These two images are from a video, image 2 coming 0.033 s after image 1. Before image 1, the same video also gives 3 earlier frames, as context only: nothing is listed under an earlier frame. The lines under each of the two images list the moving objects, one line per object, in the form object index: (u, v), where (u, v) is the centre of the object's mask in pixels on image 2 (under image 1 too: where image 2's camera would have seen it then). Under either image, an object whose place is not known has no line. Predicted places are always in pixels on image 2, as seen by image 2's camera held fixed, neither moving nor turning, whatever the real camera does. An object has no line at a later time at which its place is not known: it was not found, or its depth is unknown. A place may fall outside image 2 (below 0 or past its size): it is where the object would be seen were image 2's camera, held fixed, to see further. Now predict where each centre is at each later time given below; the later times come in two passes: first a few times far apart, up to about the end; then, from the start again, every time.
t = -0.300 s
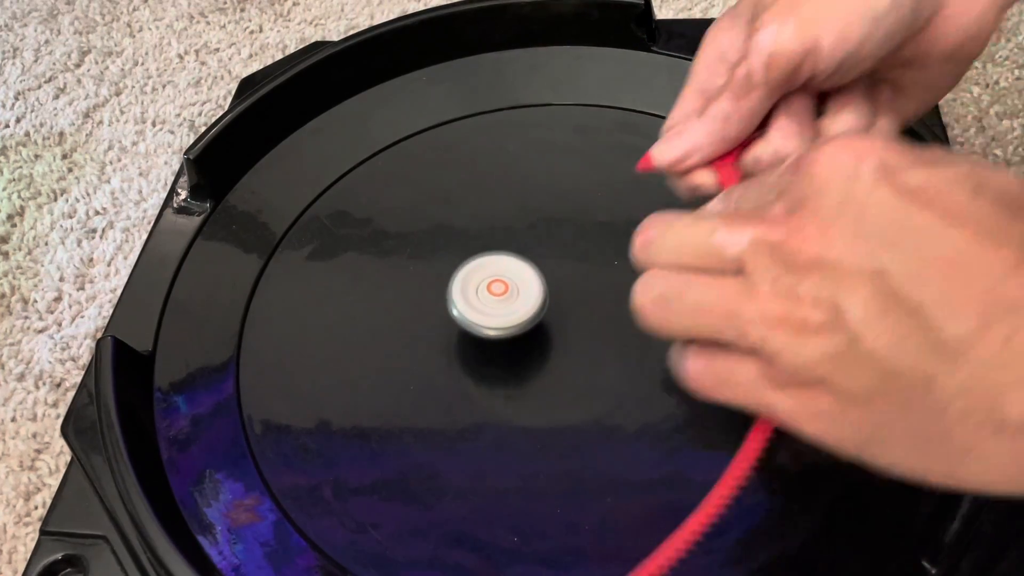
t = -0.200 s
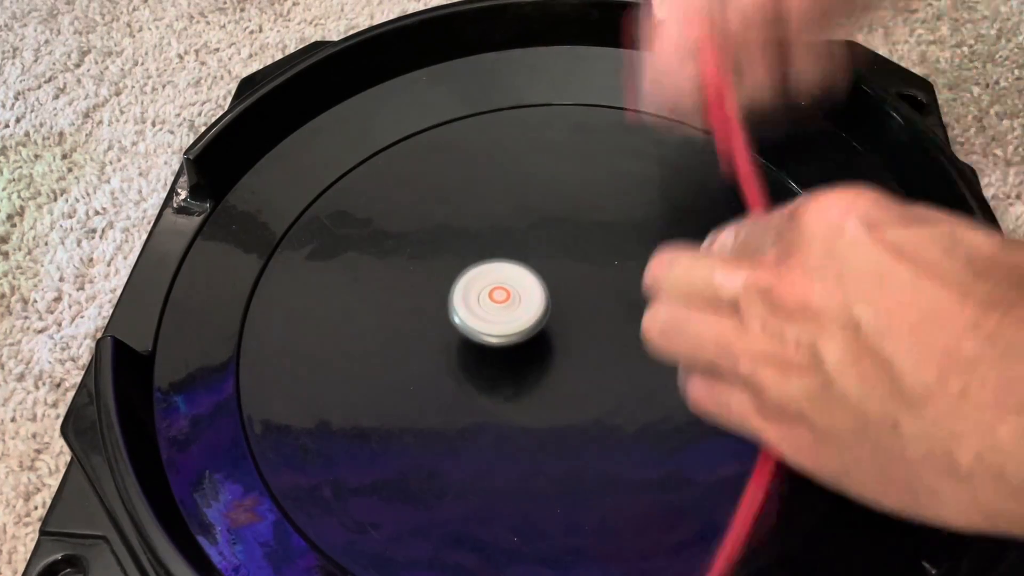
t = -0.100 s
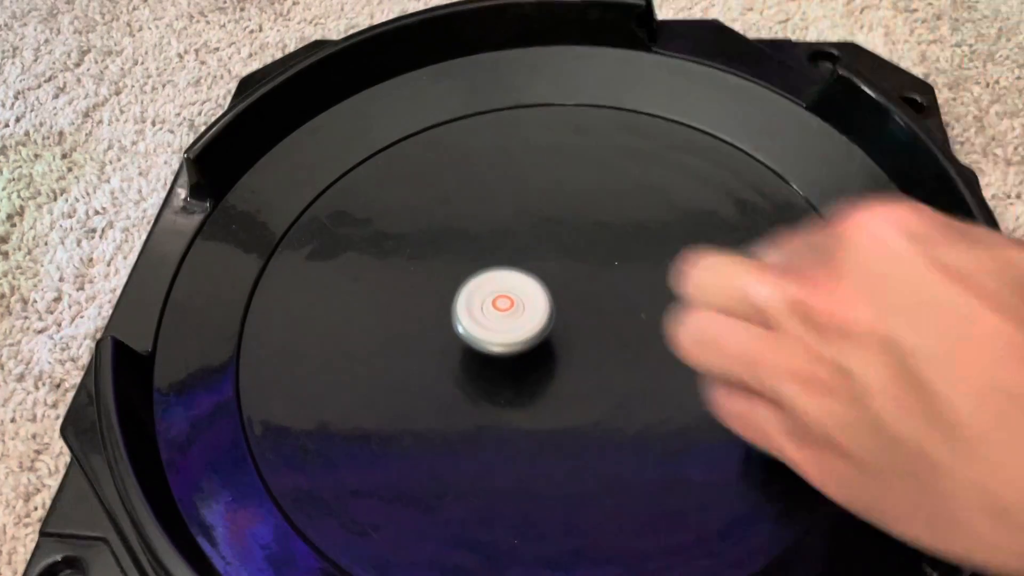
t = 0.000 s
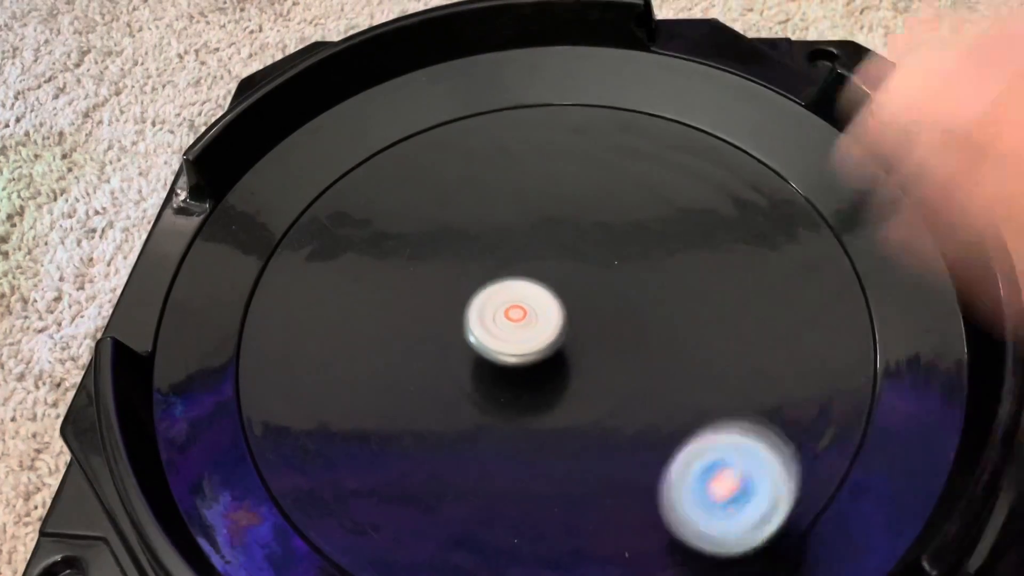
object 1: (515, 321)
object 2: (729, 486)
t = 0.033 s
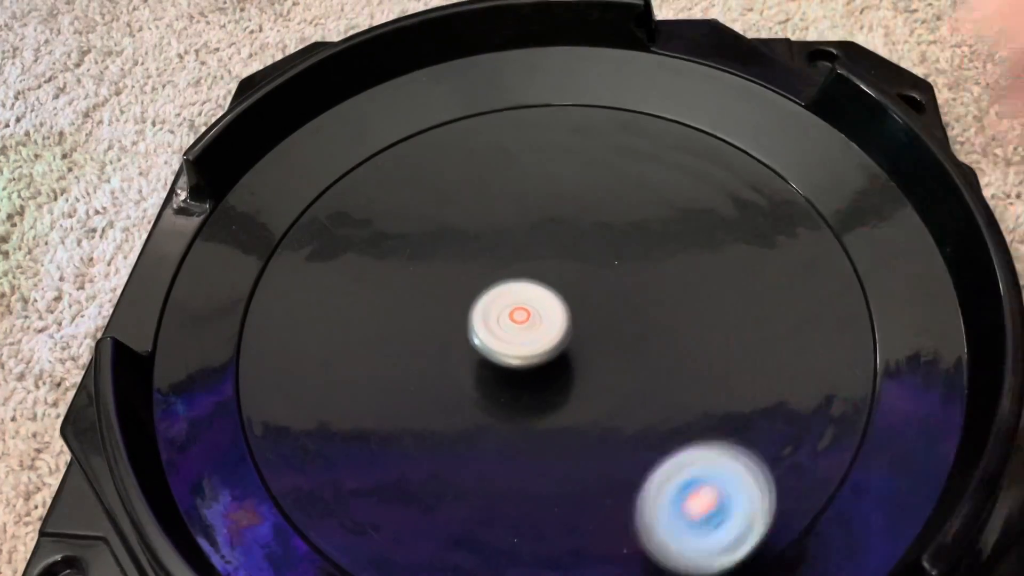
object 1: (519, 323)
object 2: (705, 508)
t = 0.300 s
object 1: (543, 340)
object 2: (586, 525)
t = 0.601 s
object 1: (566, 347)
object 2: (618, 469)
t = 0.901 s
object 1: (582, 340)
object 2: (637, 462)
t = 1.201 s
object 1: (586, 322)
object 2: (609, 465)
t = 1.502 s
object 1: (570, 302)
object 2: (552, 449)
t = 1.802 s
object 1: (541, 290)
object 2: (486, 434)
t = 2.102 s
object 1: (515, 288)
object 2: (422, 428)
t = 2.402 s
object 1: (499, 292)
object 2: (384, 419)
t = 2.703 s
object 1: (498, 300)
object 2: (385, 399)
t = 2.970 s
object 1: (509, 310)
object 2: (402, 366)
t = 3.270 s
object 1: (530, 320)
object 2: (409, 315)
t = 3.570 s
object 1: (554, 322)
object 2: (412, 264)
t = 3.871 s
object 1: (573, 312)
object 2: (417, 227)
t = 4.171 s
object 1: (573, 296)
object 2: (431, 210)
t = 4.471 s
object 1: (562, 283)
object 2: (460, 212)
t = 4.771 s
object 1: (563, 297)
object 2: (502, 205)
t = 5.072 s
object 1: (573, 325)
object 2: (550, 205)
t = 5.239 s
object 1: (583, 338)
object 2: (578, 208)
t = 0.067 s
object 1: (523, 325)
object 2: (680, 520)
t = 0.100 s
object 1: (528, 327)
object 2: (659, 526)
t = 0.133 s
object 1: (530, 329)
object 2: (638, 530)
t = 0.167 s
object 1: (532, 331)
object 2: (621, 531)
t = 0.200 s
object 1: (535, 334)
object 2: (607, 532)
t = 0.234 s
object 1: (537, 336)
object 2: (597, 530)
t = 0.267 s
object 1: (540, 338)
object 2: (590, 528)
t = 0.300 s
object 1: (543, 340)
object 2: (586, 525)
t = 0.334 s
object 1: (546, 342)
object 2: (584, 520)
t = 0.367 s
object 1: (549, 343)
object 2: (585, 515)
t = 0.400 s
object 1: (552, 344)
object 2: (587, 507)
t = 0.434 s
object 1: (554, 345)
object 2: (591, 500)
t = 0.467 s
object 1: (557, 345)
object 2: (596, 492)
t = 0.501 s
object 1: (559, 346)
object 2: (601, 485)
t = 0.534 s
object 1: (561, 346)
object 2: (607, 479)
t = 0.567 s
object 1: (563, 347)
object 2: (612, 474)
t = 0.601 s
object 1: (566, 347)
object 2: (618, 469)
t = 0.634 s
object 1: (568, 347)
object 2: (624, 465)
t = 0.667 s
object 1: (570, 346)
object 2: (629, 463)
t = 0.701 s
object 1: (572, 346)
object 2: (634, 461)
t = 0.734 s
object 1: (574, 345)
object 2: (637, 460)
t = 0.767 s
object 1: (576, 345)
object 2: (639, 459)
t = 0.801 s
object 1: (577, 343)
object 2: (640, 459)
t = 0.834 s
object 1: (579, 342)
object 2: (640, 460)
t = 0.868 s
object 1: (581, 341)
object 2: (639, 461)
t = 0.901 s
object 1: (582, 340)
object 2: (637, 462)
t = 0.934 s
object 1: (583, 338)
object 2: (636, 463)
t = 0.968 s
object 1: (584, 337)
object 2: (633, 465)
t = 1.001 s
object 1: (585, 335)
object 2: (631, 465)
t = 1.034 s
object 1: (586, 333)
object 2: (628, 466)
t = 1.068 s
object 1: (587, 331)
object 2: (625, 466)
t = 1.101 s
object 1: (587, 329)
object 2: (621, 467)
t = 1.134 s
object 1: (587, 327)
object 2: (618, 467)
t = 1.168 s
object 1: (587, 325)
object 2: (613, 467)
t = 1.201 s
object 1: (586, 322)
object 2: (609, 465)
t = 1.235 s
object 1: (586, 320)
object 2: (604, 463)
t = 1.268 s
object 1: (584, 318)
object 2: (598, 461)
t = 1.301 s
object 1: (583, 315)
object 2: (592, 458)
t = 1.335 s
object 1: (581, 313)
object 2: (587, 456)
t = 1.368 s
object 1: (579, 311)
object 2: (580, 455)
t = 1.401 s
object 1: (577, 308)
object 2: (573, 453)
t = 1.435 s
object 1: (575, 306)
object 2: (567, 452)
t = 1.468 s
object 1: (572, 304)
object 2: (559, 450)
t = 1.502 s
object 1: (570, 302)
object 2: (552, 449)
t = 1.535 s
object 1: (567, 300)
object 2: (545, 448)
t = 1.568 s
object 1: (564, 299)
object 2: (538, 446)
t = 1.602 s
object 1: (561, 297)
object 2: (530, 444)
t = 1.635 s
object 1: (558, 295)
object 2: (523, 443)
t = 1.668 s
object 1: (554, 294)
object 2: (516, 441)
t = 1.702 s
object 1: (551, 293)
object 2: (508, 439)
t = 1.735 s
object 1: (548, 292)
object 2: (502, 437)
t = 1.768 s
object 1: (544, 291)
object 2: (494, 436)
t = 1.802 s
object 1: (541, 290)
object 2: (486, 434)
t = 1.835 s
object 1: (538, 290)
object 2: (479, 433)
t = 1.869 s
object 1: (535, 289)
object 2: (471, 432)
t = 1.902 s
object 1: (532, 289)
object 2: (464, 431)
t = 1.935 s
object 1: (529, 288)
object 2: (456, 430)
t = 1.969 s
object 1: (526, 288)
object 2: (449, 430)
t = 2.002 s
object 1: (522, 288)
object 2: (442, 429)
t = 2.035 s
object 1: (520, 288)
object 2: (435, 429)
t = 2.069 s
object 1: (517, 288)
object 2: (428, 428)
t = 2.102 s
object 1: (515, 288)
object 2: (422, 428)
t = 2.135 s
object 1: (512, 288)
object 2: (416, 427)
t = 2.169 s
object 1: (510, 288)
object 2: (410, 426)
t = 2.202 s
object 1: (508, 289)
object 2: (405, 426)
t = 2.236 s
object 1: (506, 289)
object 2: (400, 425)
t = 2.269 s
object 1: (504, 289)
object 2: (396, 424)
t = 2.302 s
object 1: (502, 290)
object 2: (392, 423)
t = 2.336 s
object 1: (501, 290)
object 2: (389, 422)
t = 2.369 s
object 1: (500, 291)
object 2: (386, 421)
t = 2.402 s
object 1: (499, 292)
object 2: (384, 419)
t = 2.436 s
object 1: (498, 292)
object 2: (383, 418)
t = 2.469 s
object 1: (497, 293)
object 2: (382, 416)
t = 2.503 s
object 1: (497, 294)
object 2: (381, 414)
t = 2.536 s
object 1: (497, 295)
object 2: (381, 412)
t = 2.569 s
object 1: (496, 296)
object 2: (381, 410)
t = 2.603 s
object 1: (497, 296)
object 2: (381, 407)
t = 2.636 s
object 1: (497, 298)
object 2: (382, 405)
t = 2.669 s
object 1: (497, 298)
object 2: (383, 402)
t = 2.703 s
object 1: (498, 300)
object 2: (385, 399)
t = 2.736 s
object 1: (499, 301)
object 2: (386, 396)
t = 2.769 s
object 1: (499, 302)
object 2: (388, 392)
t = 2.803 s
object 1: (501, 303)
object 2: (390, 388)
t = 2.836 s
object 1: (502, 305)
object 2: (394, 384)
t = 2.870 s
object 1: (504, 306)
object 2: (397, 380)
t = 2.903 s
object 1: (505, 307)
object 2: (399, 376)
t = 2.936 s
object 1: (507, 309)
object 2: (401, 371)
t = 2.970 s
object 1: (509, 310)
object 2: (402, 366)
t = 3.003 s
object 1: (510, 312)
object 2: (404, 361)
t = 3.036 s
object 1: (512, 313)
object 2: (405, 356)
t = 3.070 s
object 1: (515, 314)
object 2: (406, 350)
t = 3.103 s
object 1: (517, 316)
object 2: (406, 345)
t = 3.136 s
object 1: (519, 317)
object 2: (407, 339)
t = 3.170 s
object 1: (522, 318)
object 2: (408, 333)
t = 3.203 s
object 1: (525, 319)
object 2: (408, 327)
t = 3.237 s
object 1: (527, 320)
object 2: (409, 321)
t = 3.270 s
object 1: (530, 320)
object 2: (409, 315)
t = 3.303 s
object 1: (533, 321)
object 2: (409, 309)
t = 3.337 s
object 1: (535, 321)
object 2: (410, 303)
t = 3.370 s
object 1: (538, 322)
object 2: (410, 297)
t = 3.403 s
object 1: (541, 322)
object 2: (411, 291)
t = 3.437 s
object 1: (543, 322)
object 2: (411, 286)
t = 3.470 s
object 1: (545, 322)
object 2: (411, 280)
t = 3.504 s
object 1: (548, 322)
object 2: (411, 275)
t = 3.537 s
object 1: (551, 322)
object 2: (412, 269)
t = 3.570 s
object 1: (554, 322)
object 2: (412, 264)
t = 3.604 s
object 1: (557, 322)
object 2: (413, 259)
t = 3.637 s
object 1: (559, 321)
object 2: (413, 254)
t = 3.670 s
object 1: (562, 320)
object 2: (414, 250)
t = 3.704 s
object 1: (564, 319)
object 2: (414, 246)
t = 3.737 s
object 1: (566, 318)
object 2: (414, 242)
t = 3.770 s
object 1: (568, 316)
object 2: (415, 238)
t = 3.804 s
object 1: (570, 315)
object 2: (415, 234)
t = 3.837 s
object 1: (572, 314)
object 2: (416, 231)
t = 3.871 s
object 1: (573, 312)
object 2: (417, 227)
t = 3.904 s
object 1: (574, 310)
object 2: (418, 225)
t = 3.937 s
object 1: (575, 309)
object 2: (419, 222)
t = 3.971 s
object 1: (575, 307)
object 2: (420, 219)
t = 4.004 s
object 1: (575, 305)
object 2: (422, 217)
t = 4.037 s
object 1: (576, 303)
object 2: (423, 215)
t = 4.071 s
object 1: (576, 302)
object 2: (425, 214)
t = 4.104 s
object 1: (575, 300)
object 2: (427, 212)
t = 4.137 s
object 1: (574, 298)
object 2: (429, 211)
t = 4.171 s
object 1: (573, 296)
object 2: (431, 210)
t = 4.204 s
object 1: (572, 294)
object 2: (433, 210)
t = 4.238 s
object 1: (571, 293)
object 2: (435, 209)
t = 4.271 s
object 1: (570, 291)
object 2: (438, 209)
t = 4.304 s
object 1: (569, 290)
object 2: (441, 209)
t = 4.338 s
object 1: (567, 289)
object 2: (444, 209)
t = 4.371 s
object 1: (566, 287)
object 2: (447, 210)
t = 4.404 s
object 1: (565, 286)
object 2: (451, 211)
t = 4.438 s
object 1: (564, 284)
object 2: (456, 211)
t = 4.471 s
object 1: (562, 283)
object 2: (460, 212)
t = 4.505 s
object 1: (561, 282)
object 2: (465, 213)
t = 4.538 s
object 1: (559, 281)
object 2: (470, 215)
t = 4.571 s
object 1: (558, 281)
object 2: (475, 216)
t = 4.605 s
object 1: (556, 280)
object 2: (480, 216)
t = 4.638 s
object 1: (555, 280)
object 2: (485, 217)
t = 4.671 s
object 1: (554, 280)
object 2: (490, 217)
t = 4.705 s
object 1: (555, 282)
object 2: (494, 215)
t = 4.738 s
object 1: (560, 292)
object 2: (497, 209)
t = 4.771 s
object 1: (563, 297)
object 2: (502, 205)
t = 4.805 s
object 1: (564, 301)
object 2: (507, 203)
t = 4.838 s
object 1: (565, 304)
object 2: (512, 203)
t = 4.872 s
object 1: (566, 307)
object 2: (517, 202)
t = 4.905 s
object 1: (566, 310)
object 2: (522, 203)
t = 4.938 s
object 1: (568, 313)
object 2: (528, 203)
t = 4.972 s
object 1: (569, 316)
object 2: (533, 204)
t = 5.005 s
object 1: (570, 320)
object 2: (538, 204)
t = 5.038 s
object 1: (571, 323)
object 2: (544, 205)
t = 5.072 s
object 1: (573, 325)
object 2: (550, 205)
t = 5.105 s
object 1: (575, 328)
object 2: (556, 206)
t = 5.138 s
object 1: (577, 331)
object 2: (561, 206)
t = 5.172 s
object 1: (579, 334)
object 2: (567, 207)
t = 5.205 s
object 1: (581, 336)
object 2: (572, 207)
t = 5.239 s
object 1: (583, 338)
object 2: (578, 208)
